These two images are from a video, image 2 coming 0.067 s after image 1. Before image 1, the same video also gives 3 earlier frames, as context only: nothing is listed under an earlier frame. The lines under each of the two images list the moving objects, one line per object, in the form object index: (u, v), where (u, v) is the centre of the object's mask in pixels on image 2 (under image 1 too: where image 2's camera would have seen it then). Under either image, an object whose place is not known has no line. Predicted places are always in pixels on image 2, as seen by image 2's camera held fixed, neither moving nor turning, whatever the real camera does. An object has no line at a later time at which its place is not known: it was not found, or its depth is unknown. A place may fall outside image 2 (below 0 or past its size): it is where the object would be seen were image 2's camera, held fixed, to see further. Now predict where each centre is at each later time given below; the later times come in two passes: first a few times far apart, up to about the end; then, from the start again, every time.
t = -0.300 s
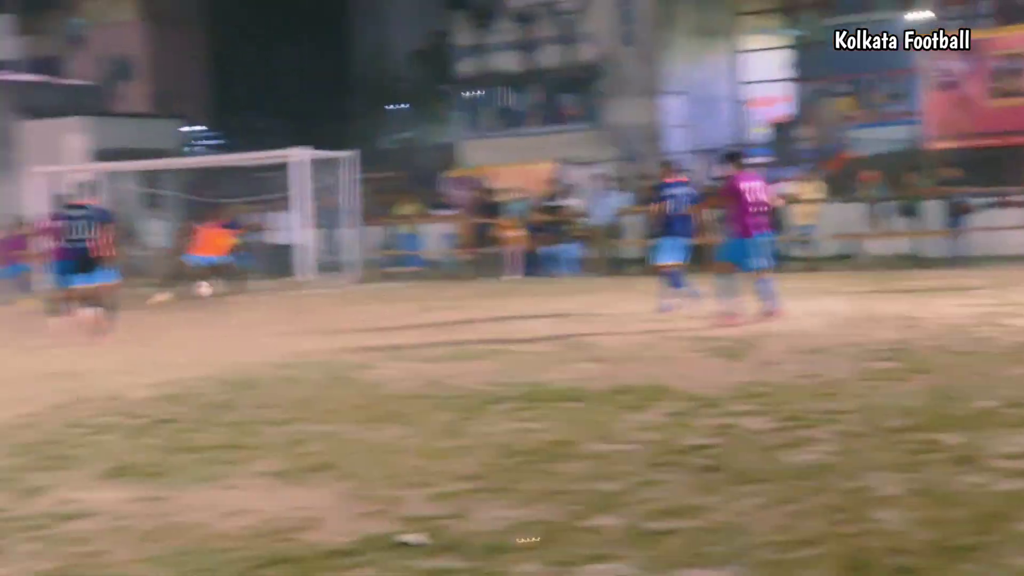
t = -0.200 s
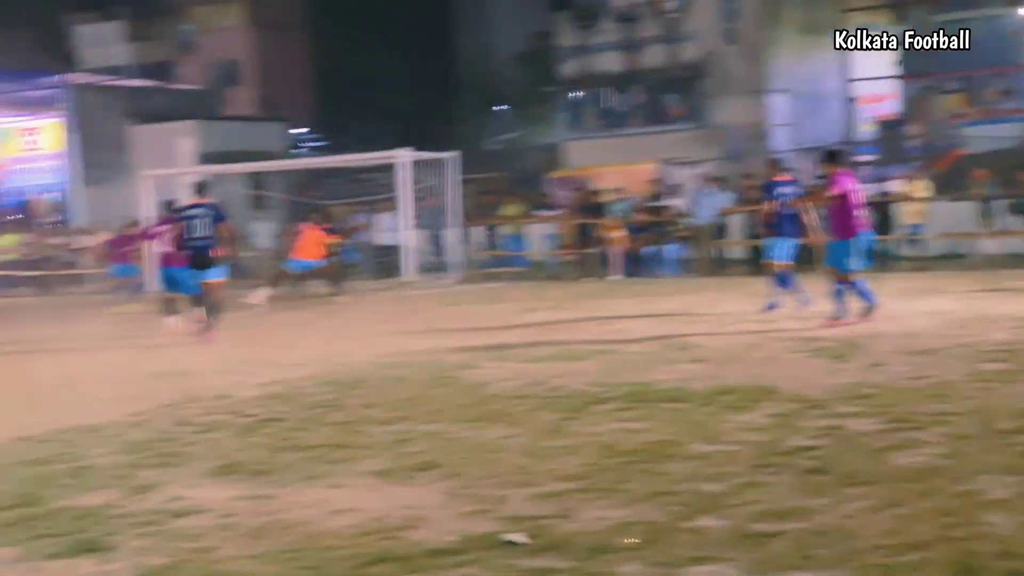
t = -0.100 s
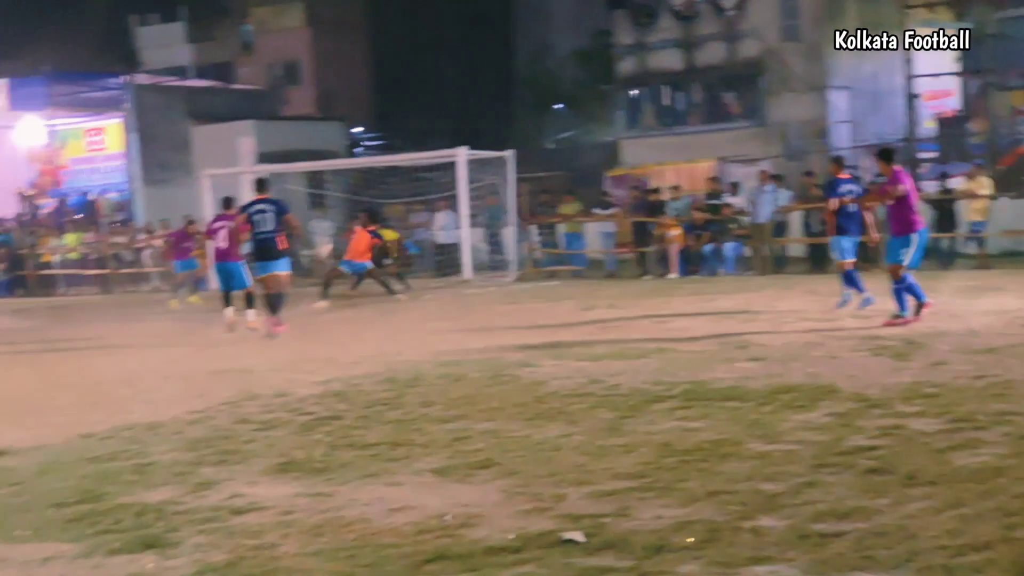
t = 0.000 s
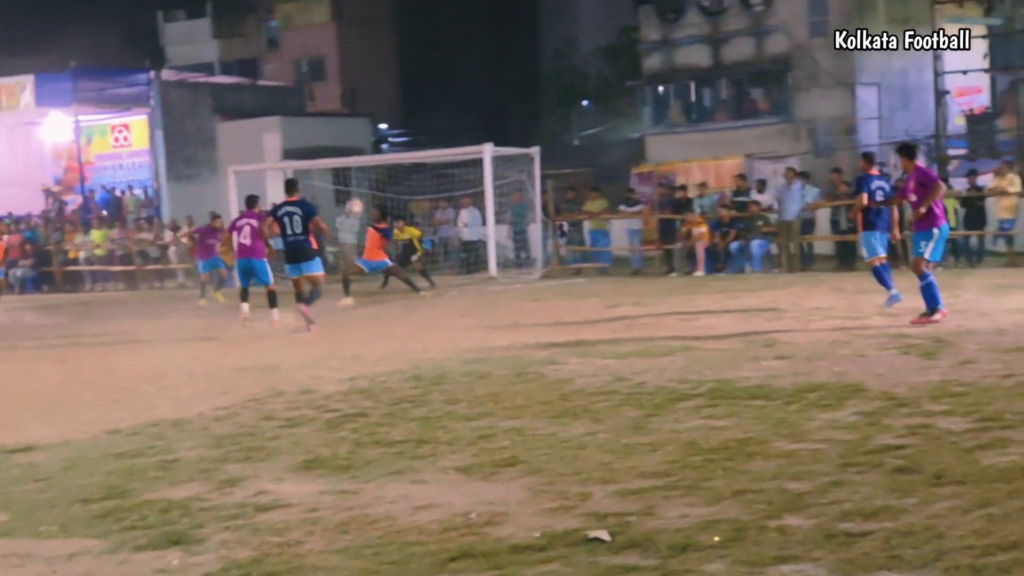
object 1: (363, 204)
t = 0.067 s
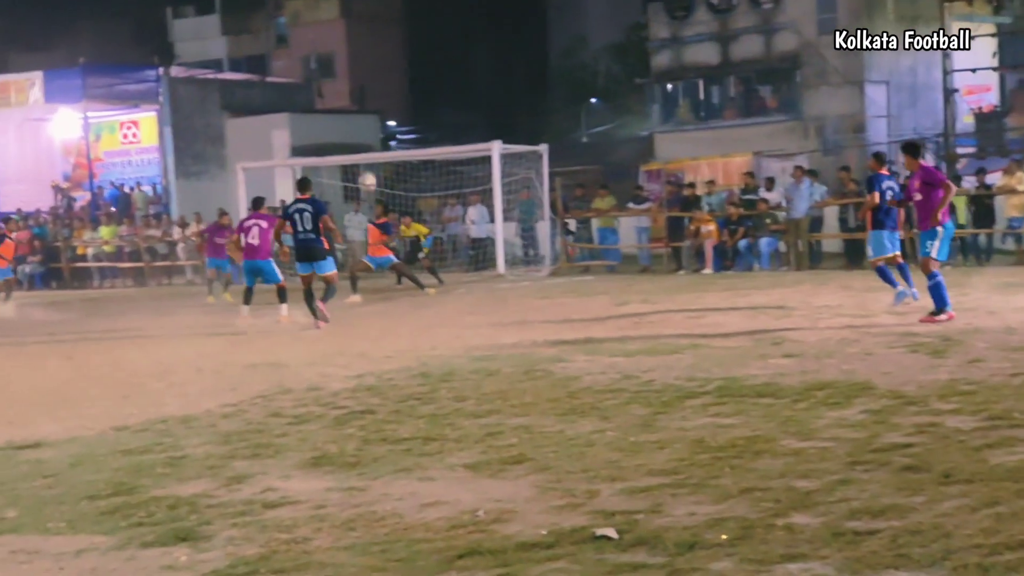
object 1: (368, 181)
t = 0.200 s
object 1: (377, 145)
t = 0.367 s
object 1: (392, 117)
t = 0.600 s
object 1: (416, 113)
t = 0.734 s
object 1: (431, 131)
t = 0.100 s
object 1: (370, 172)
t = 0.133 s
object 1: (373, 163)
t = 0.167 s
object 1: (375, 152)
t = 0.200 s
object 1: (377, 145)
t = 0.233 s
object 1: (380, 139)
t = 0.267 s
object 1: (383, 132)
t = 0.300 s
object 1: (386, 126)
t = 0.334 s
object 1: (389, 121)
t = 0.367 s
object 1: (392, 117)
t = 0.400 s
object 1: (395, 115)
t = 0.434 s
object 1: (398, 112)
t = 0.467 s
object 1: (402, 110)
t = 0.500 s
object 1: (405, 110)
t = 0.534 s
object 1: (408, 111)
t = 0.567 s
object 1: (412, 111)
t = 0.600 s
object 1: (416, 113)
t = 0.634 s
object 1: (419, 116)
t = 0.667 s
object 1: (423, 121)
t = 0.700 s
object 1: (428, 126)
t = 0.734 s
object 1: (431, 131)
